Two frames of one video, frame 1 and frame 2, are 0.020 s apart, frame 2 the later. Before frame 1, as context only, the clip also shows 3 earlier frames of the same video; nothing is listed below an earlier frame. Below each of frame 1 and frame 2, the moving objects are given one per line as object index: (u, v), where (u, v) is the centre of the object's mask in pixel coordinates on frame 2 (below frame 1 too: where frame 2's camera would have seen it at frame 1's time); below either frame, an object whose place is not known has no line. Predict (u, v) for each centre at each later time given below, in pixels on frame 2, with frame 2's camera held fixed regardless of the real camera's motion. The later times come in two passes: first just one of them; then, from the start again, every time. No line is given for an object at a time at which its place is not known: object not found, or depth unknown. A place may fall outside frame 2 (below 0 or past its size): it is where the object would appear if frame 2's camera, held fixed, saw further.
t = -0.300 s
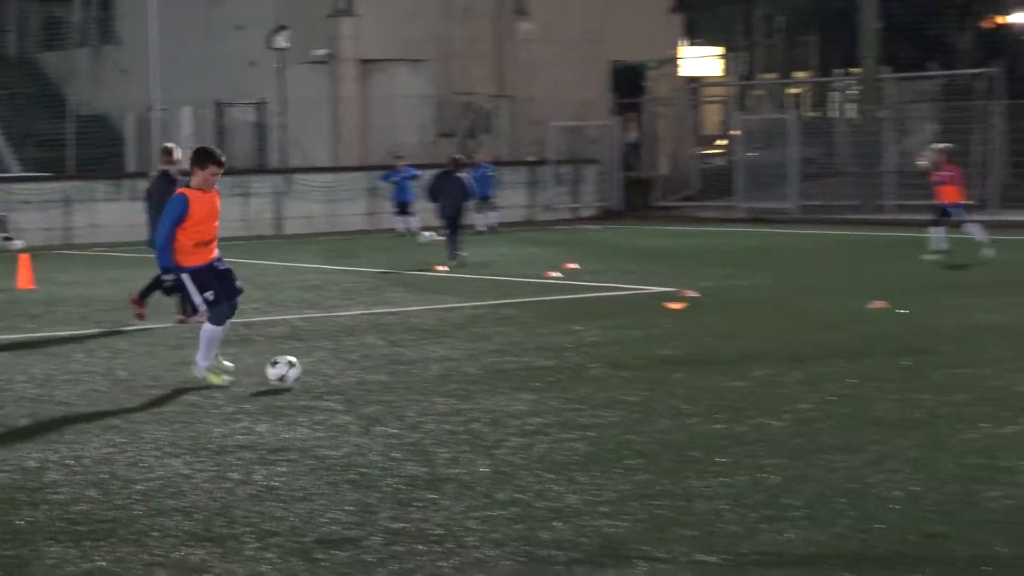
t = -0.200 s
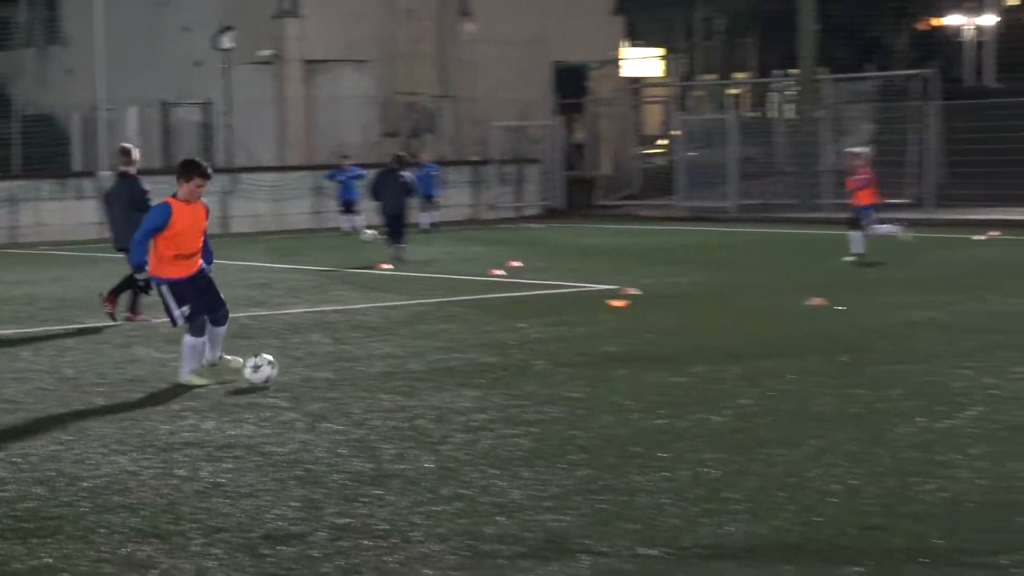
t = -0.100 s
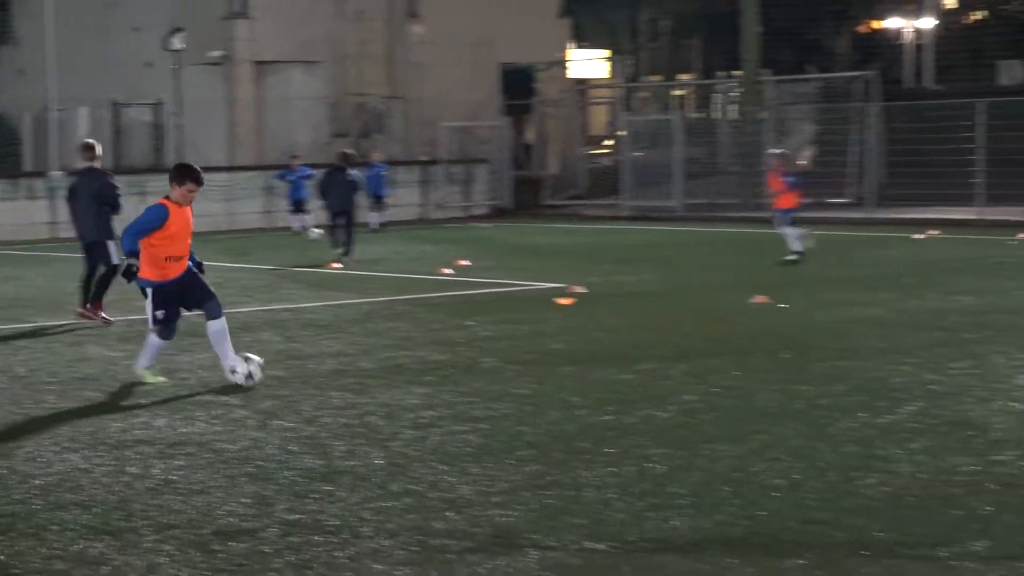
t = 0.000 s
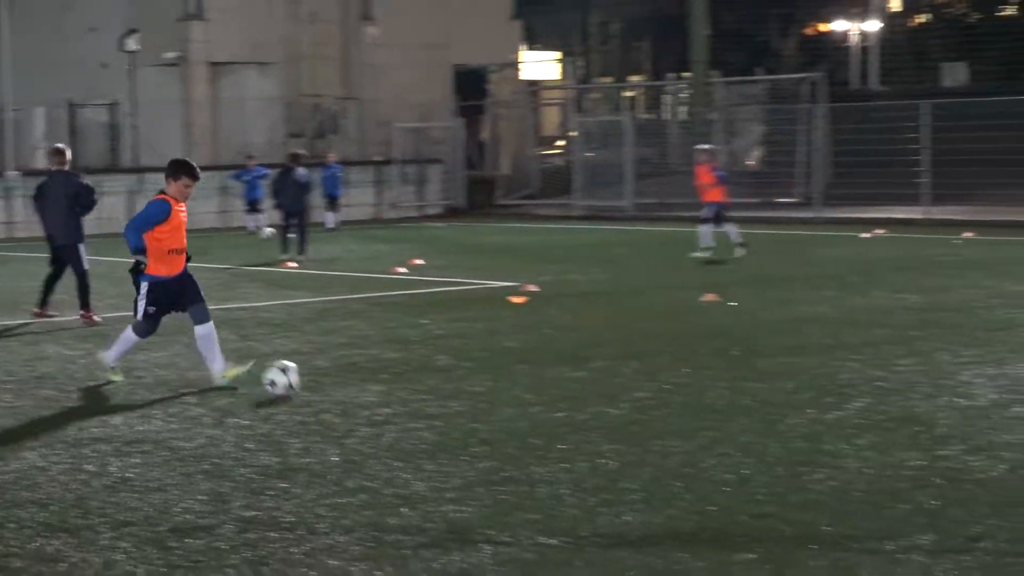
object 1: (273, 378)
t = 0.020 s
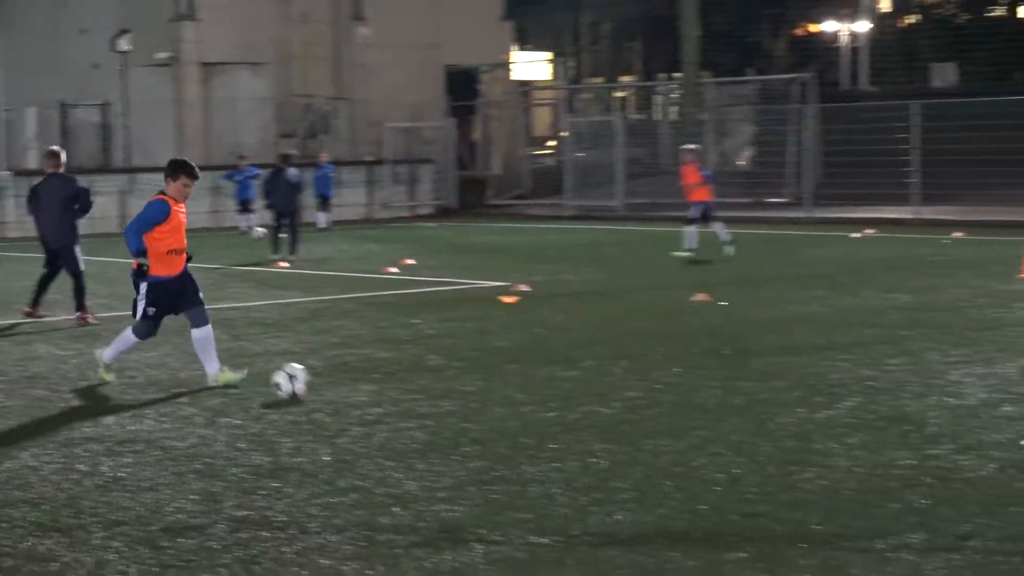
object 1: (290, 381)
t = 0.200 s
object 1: (451, 404)
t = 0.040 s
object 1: (308, 384)
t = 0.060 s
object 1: (326, 386)
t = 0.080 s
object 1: (342, 388)
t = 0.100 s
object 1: (360, 389)
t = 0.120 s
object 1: (377, 392)
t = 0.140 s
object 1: (395, 395)
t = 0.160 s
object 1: (412, 398)
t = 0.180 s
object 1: (432, 401)
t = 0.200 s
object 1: (451, 404)
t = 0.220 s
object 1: (469, 405)
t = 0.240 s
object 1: (487, 407)
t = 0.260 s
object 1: (506, 410)
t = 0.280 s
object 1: (527, 413)
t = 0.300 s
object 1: (546, 417)
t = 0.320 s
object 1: (566, 419)
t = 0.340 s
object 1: (587, 421)
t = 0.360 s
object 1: (606, 423)
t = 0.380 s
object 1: (626, 426)
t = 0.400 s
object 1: (648, 429)
